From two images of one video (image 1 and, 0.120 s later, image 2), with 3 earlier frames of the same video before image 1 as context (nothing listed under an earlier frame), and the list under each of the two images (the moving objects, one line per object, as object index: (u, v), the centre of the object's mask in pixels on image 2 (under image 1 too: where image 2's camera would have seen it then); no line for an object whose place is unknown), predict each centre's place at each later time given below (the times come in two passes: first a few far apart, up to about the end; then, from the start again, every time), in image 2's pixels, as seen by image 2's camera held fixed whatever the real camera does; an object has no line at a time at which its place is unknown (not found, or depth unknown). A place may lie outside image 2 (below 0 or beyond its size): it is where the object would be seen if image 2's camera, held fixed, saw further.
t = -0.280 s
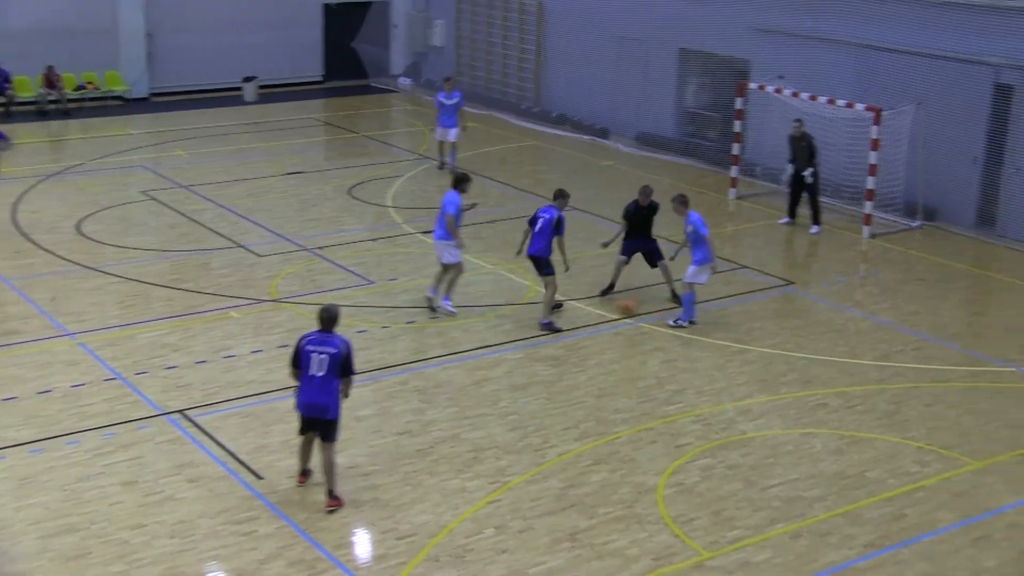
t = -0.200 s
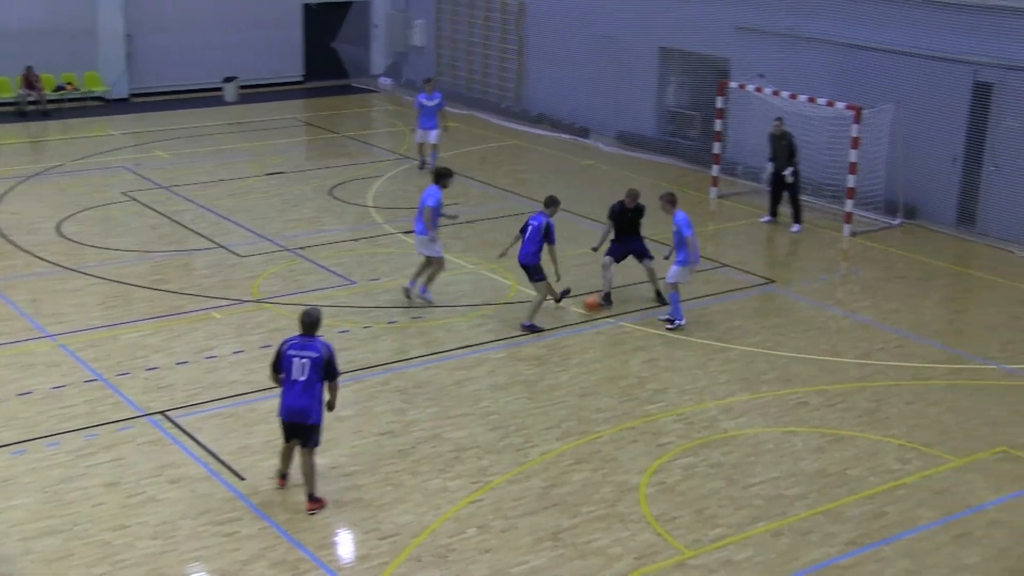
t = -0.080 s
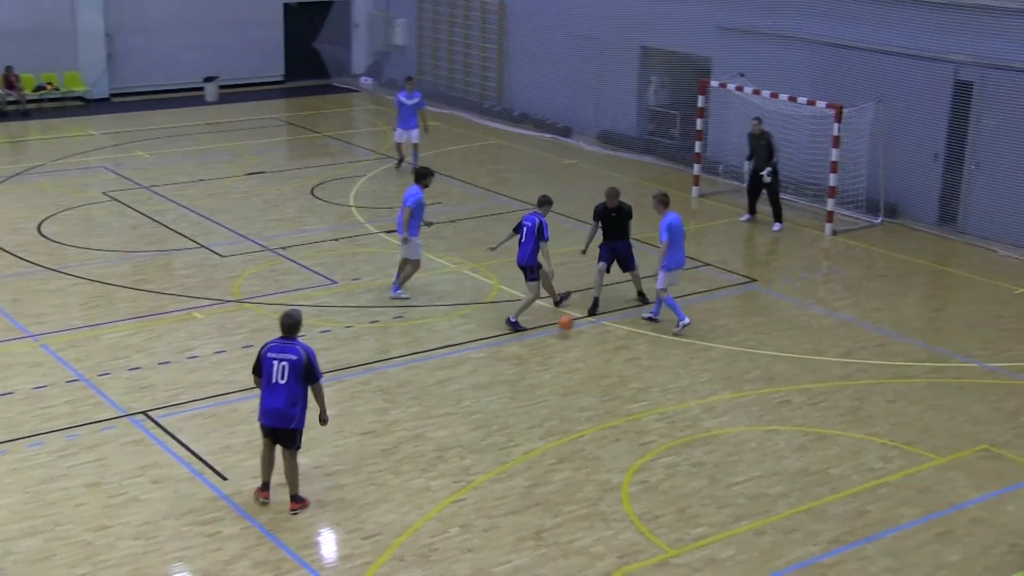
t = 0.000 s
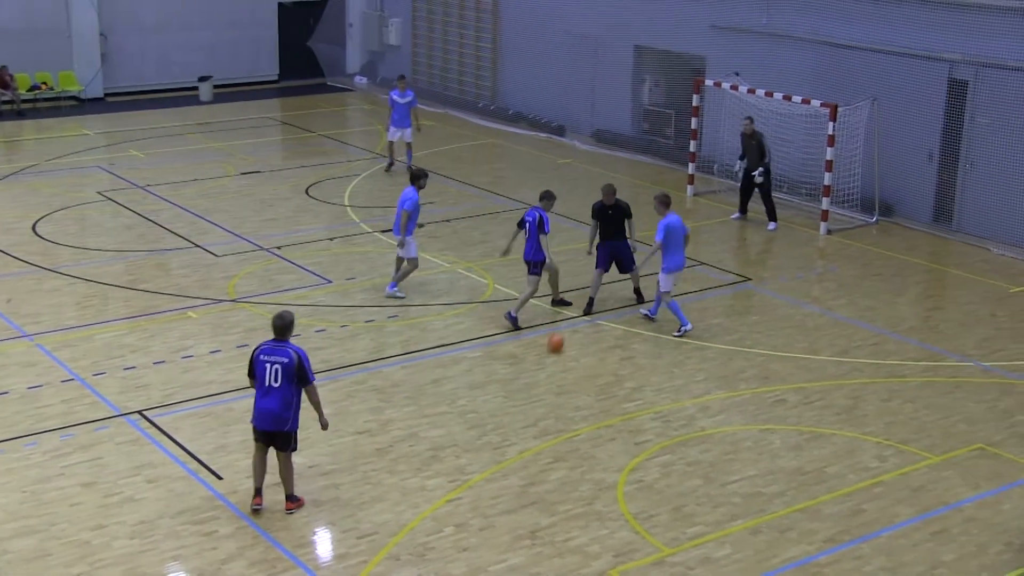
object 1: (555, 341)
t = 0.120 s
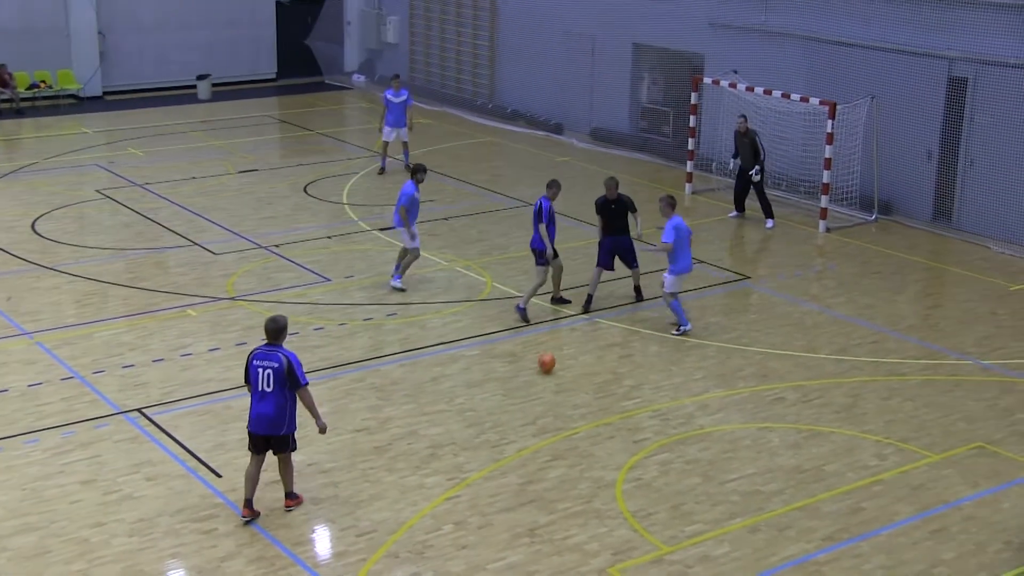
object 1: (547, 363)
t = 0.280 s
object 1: (536, 396)
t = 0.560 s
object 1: (516, 450)
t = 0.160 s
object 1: (544, 371)
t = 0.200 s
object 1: (541, 380)
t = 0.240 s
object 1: (538, 387)
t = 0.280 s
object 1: (536, 396)
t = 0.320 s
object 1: (533, 404)
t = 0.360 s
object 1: (530, 411)
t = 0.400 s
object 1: (527, 419)
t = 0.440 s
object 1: (525, 427)
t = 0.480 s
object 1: (522, 434)
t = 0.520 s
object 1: (519, 442)
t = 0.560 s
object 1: (516, 450)
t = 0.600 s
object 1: (513, 458)
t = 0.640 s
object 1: (510, 465)
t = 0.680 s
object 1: (507, 473)
